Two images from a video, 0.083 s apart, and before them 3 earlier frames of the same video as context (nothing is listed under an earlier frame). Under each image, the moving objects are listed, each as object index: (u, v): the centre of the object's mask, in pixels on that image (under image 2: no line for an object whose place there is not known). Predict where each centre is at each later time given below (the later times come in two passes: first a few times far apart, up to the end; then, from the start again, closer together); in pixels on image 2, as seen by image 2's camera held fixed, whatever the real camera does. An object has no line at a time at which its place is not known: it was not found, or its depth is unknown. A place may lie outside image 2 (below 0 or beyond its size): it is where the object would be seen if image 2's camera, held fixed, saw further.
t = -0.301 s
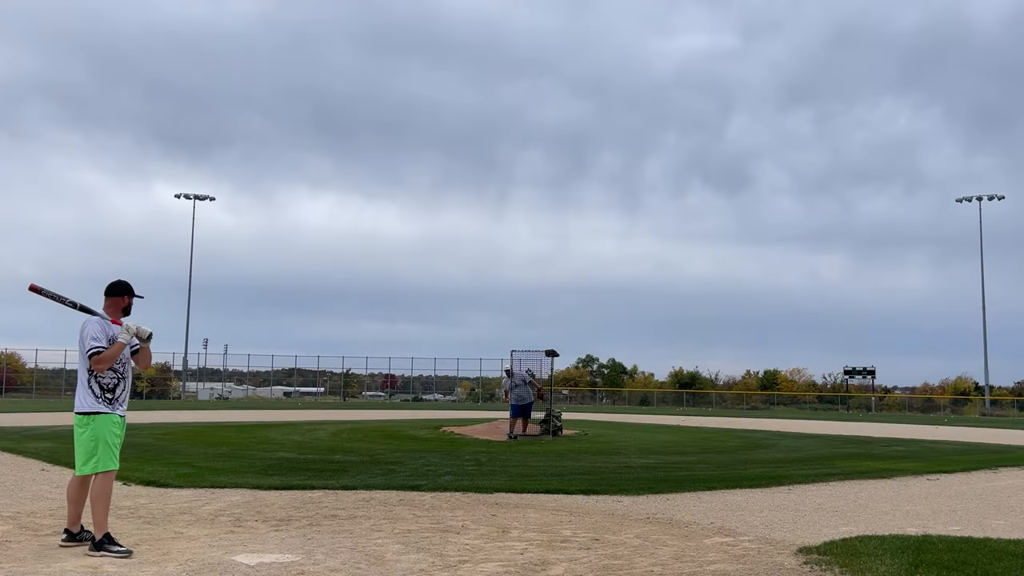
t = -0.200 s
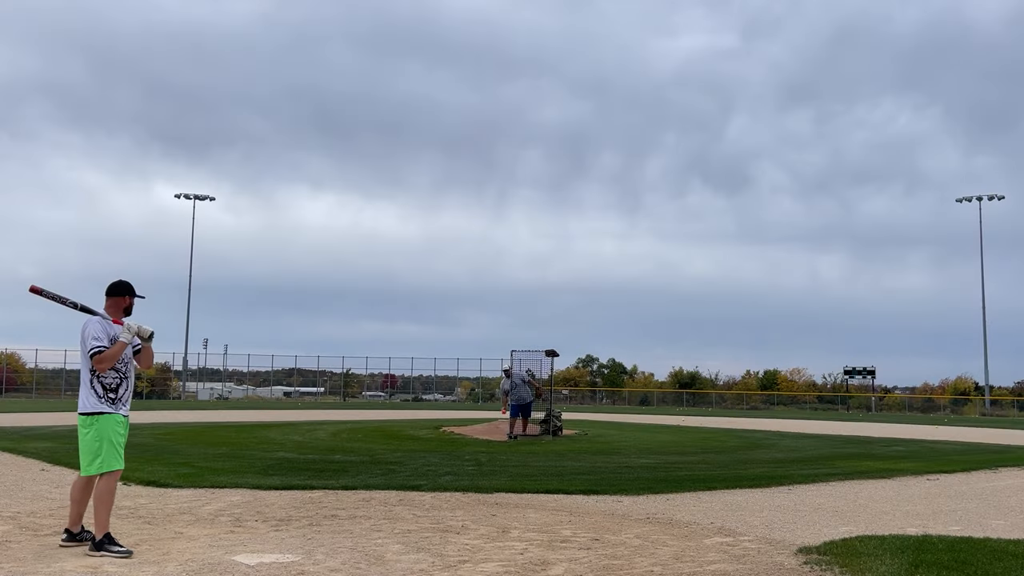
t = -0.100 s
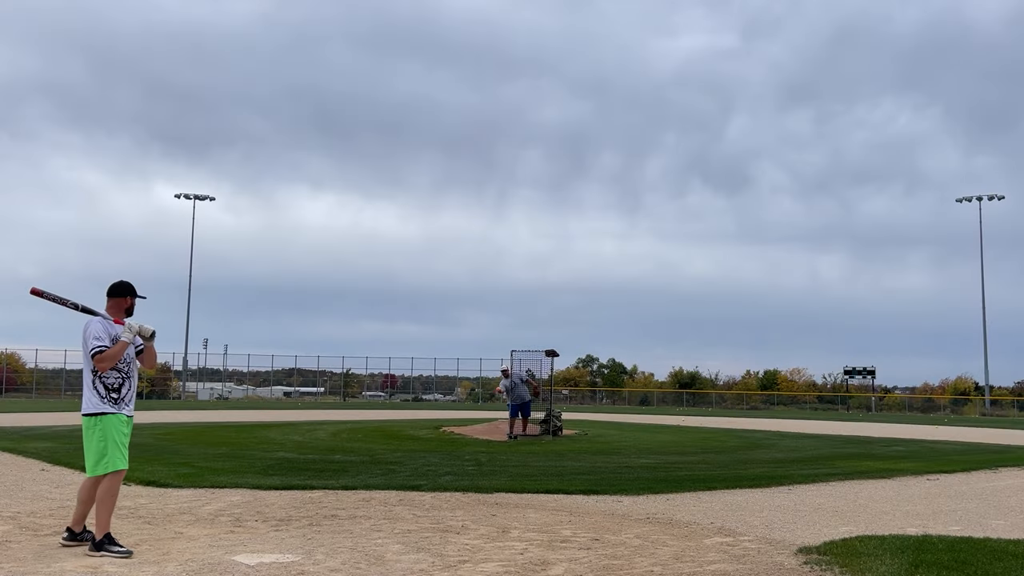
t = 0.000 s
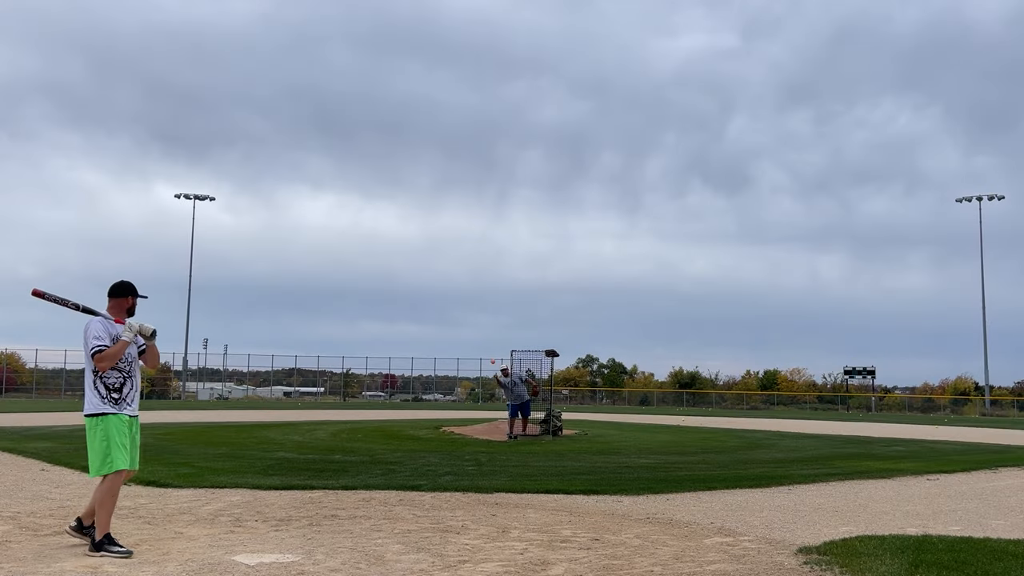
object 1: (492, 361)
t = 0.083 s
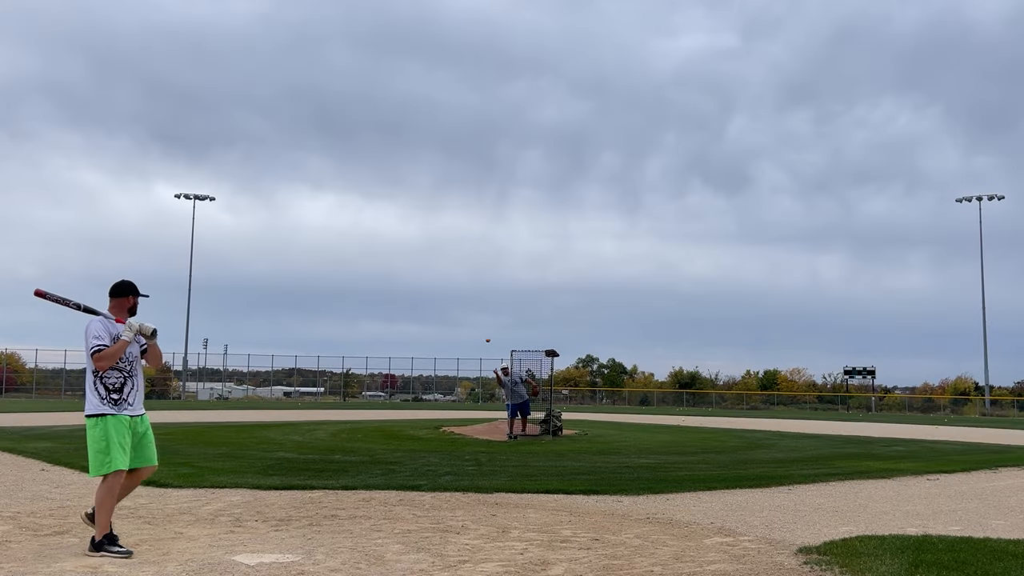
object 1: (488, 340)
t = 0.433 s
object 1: (460, 270)
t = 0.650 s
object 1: (434, 254)
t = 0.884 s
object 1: (390, 280)
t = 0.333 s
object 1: (469, 286)
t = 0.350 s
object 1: (468, 283)
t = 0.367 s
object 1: (466, 280)
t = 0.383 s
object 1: (465, 277)
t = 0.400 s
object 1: (463, 275)
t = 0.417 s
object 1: (462, 273)
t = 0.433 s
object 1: (460, 270)
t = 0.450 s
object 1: (458, 268)
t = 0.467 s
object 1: (456, 266)
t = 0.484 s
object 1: (455, 264)
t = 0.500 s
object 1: (453, 263)
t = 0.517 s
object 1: (451, 260)
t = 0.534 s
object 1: (449, 259)
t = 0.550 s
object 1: (447, 258)
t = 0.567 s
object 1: (445, 257)
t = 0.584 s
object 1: (443, 256)
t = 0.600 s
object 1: (441, 255)
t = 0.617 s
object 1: (438, 255)
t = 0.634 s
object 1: (436, 254)
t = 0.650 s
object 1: (434, 254)
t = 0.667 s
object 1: (431, 254)
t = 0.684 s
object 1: (429, 254)
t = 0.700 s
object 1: (426, 255)
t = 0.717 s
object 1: (424, 256)
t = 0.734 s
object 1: (421, 257)
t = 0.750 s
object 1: (417, 258)
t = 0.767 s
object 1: (415, 260)
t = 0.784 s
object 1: (411, 261)
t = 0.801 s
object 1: (408, 263)
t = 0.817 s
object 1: (405, 266)
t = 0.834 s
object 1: (401, 269)
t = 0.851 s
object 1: (398, 272)
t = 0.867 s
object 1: (394, 275)
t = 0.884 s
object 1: (390, 280)
